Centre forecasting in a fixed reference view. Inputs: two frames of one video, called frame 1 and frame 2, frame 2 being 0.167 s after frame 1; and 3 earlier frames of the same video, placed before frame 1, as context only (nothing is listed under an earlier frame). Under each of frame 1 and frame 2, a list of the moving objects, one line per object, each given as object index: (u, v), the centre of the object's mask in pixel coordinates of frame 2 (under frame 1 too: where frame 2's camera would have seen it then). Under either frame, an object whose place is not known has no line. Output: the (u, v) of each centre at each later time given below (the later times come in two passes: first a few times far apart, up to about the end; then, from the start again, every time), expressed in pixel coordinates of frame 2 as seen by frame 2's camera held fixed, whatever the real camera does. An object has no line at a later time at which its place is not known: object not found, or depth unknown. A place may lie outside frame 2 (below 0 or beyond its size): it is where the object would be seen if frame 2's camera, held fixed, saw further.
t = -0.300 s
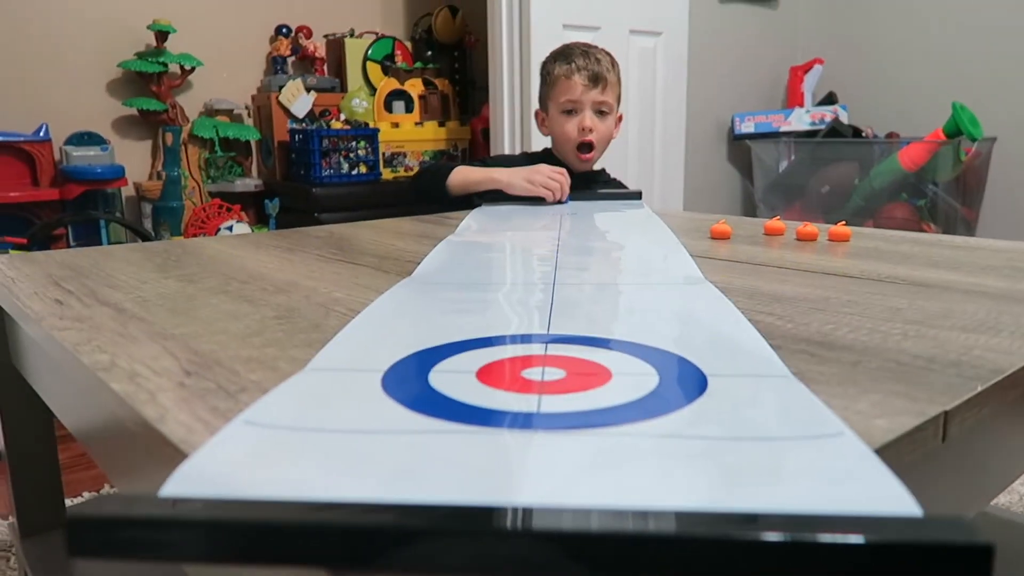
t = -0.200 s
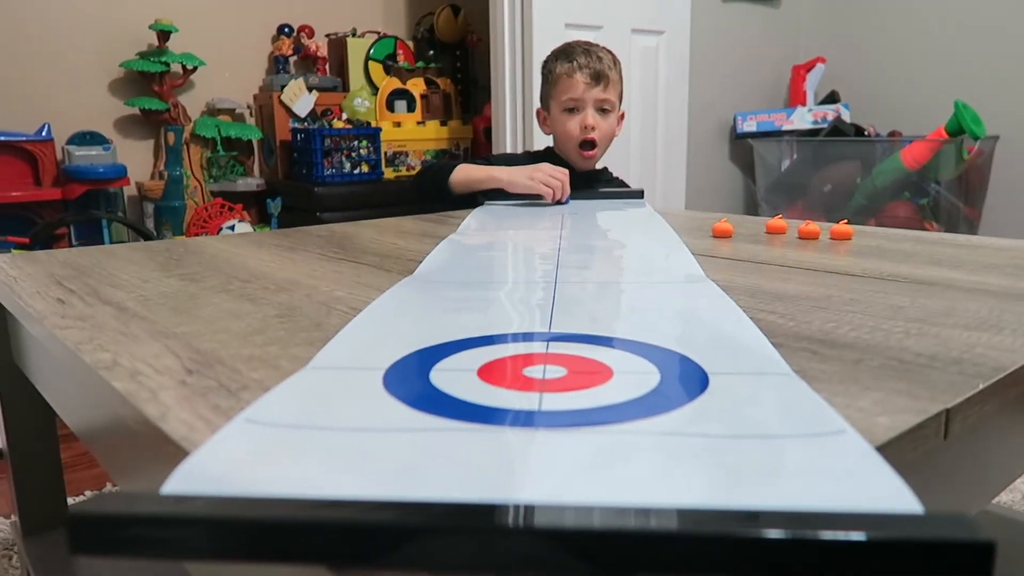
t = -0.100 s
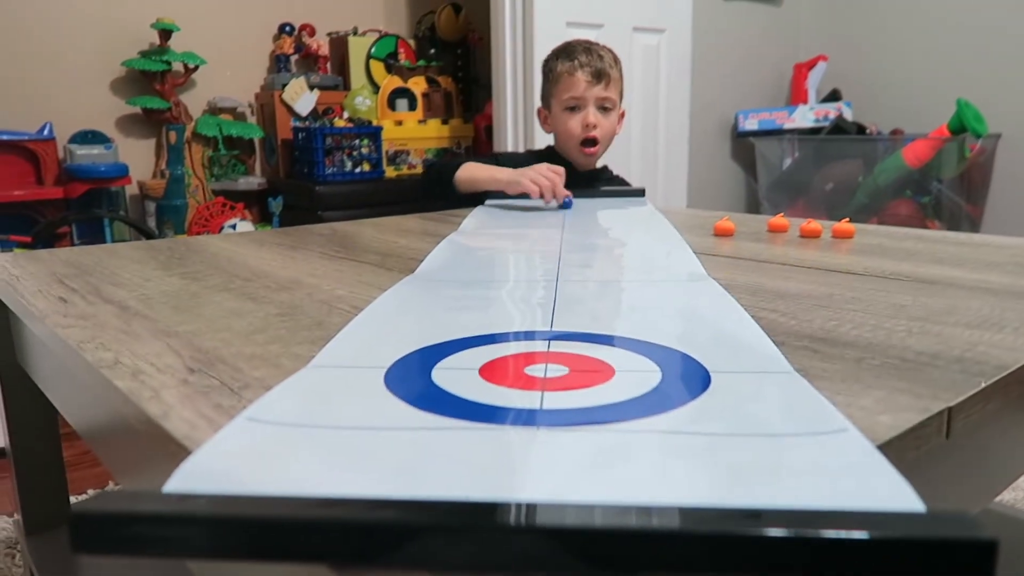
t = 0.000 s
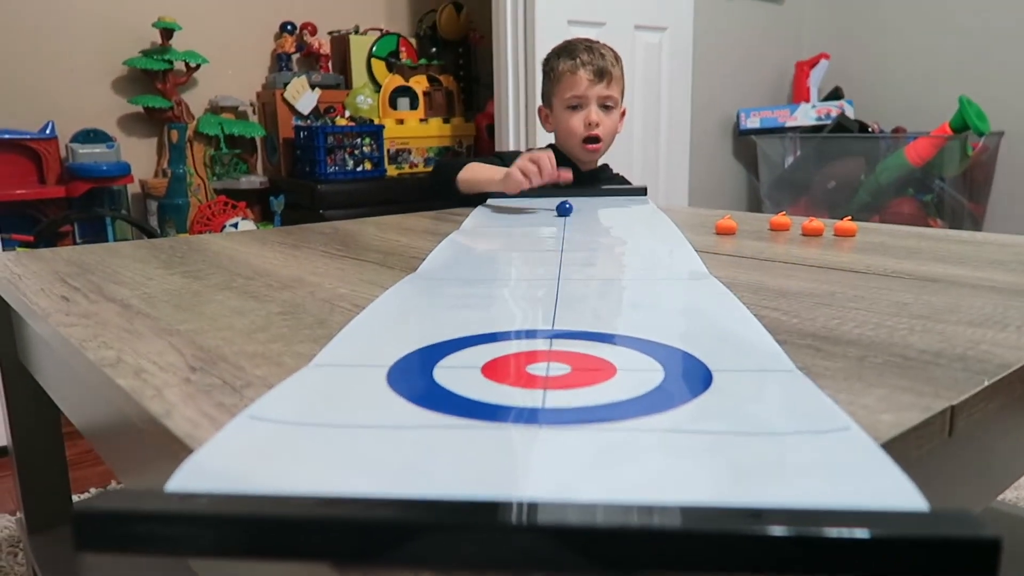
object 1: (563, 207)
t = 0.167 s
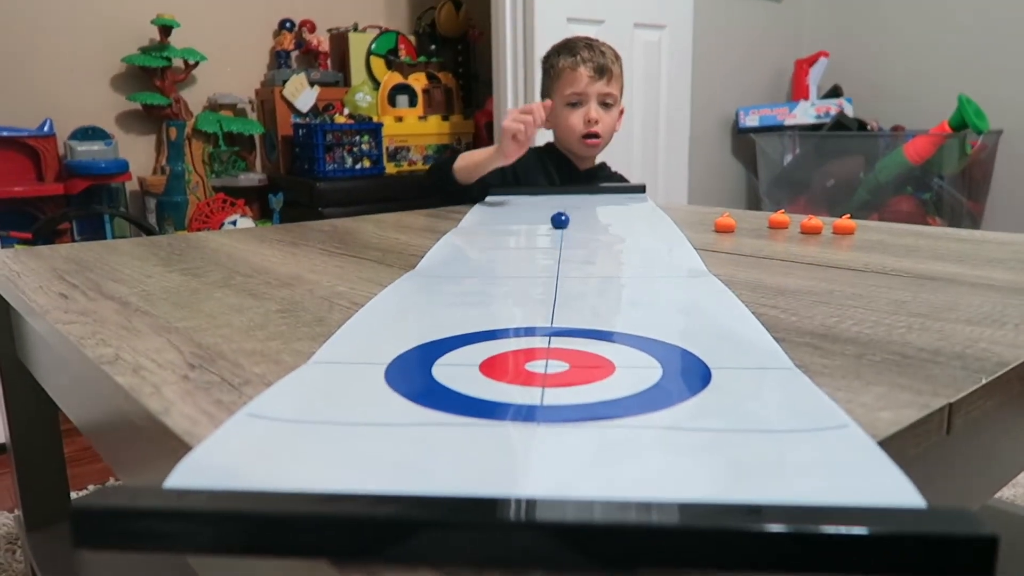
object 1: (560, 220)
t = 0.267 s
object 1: (558, 230)
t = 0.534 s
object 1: (557, 256)
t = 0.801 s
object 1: (560, 286)
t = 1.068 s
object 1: (572, 316)
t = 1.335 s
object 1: (591, 339)
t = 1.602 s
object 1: (606, 351)
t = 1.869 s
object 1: (609, 351)
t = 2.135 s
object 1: (608, 351)
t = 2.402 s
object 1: (609, 352)
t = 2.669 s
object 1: (609, 351)
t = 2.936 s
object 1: (609, 351)
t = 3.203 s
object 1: (609, 351)
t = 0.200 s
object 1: (559, 224)
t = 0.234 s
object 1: (559, 228)
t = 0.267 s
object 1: (558, 230)
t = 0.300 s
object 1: (558, 233)
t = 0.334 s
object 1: (558, 237)
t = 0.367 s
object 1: (557, 240)
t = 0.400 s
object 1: (557, 242)
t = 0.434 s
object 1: (558, 246)
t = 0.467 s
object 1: (557, 249)
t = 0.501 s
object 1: (557, 253)
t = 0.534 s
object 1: (557, 256)
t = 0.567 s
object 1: (558, 260)
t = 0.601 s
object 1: (558, 263)
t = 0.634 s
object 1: (558, 267)
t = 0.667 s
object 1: (558, 271)
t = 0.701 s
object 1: (559, 274)
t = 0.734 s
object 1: (559, 278)
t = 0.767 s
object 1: (559, 282)
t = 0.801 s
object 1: (560, 286)
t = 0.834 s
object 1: (560, 290)
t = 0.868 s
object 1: (561, 294)
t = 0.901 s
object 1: (562, 297)
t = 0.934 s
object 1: (564, 301)
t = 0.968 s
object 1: (565, 304)
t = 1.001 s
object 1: (567, 308)
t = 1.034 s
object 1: (569, 312)
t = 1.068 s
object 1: (572, 316)
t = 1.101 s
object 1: (574, 319)
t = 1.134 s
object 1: (576, 322)
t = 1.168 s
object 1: (578, 326)
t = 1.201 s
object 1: (581, 328)
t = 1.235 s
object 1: (584, 331)
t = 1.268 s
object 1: (586, 334)
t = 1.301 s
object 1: (589, 337)
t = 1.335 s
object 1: (591, 339)
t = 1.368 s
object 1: (593, 342)
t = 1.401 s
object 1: (595, 344)
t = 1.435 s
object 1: (598, 346)
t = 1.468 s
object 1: (600, 347)
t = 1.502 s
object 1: (602, 348)
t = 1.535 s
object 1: (603, 349)
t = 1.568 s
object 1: (605, 350)
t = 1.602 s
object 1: (606, 351)
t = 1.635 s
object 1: (607, 351)
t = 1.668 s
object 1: (608, 351)
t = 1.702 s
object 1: (609, 351)
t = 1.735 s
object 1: (608, 351)
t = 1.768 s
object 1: (609, 351)
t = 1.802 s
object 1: (609, 351)
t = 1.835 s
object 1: (609, 351)
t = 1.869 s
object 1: (609, 351)
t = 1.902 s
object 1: (609, 351)
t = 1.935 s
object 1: (609, 351)
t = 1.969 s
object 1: (609, 351)
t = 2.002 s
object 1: (609, 351)
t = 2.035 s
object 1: (609, 351)
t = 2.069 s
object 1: (609, 351)
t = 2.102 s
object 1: (609, 351)
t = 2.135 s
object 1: (608, 351)
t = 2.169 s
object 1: (608, 351)
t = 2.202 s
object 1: (608, 351)
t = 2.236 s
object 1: (609, 351)
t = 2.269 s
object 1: (609, 352)
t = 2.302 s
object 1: (609, 352)
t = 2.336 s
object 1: (608, 351)
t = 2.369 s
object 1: (609, 351)
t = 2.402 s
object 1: (609, 352)
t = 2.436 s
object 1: (609, 352)
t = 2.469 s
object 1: (609, 351)
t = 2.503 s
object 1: (609, 352)
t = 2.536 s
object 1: (609, 352)
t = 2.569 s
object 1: (609, 351)
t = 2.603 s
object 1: (609, 351)
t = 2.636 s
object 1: (609, 351)
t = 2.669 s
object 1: (609, 351)
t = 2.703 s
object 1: (609, 351)
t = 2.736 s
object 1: (609, 352)
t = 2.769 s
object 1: (609, 351)
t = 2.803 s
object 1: (609, 351)
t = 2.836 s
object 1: (608, 351)
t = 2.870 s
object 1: (609, 351)
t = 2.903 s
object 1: (609, 352)
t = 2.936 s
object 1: (609, 351)
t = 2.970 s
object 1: (609, 351)
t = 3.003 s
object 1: (608, 351)
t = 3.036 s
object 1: (609, 351)
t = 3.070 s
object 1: (609, 351)
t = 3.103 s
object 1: (609, 351)
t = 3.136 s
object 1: (609, 351)
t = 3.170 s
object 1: (609, 351)
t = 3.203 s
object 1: (609, 351)
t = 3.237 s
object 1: (609, 351)
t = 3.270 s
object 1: (609, 351)
